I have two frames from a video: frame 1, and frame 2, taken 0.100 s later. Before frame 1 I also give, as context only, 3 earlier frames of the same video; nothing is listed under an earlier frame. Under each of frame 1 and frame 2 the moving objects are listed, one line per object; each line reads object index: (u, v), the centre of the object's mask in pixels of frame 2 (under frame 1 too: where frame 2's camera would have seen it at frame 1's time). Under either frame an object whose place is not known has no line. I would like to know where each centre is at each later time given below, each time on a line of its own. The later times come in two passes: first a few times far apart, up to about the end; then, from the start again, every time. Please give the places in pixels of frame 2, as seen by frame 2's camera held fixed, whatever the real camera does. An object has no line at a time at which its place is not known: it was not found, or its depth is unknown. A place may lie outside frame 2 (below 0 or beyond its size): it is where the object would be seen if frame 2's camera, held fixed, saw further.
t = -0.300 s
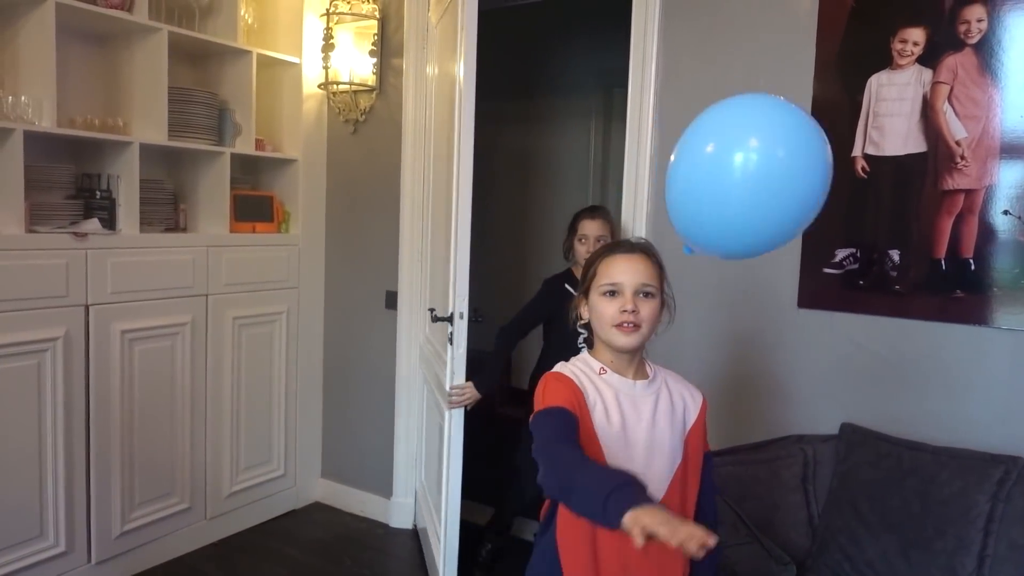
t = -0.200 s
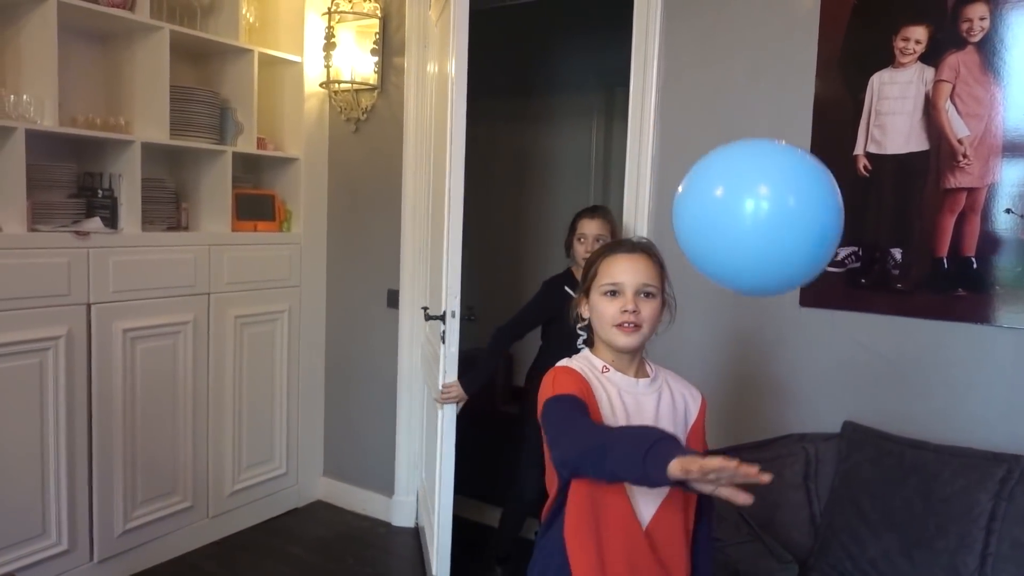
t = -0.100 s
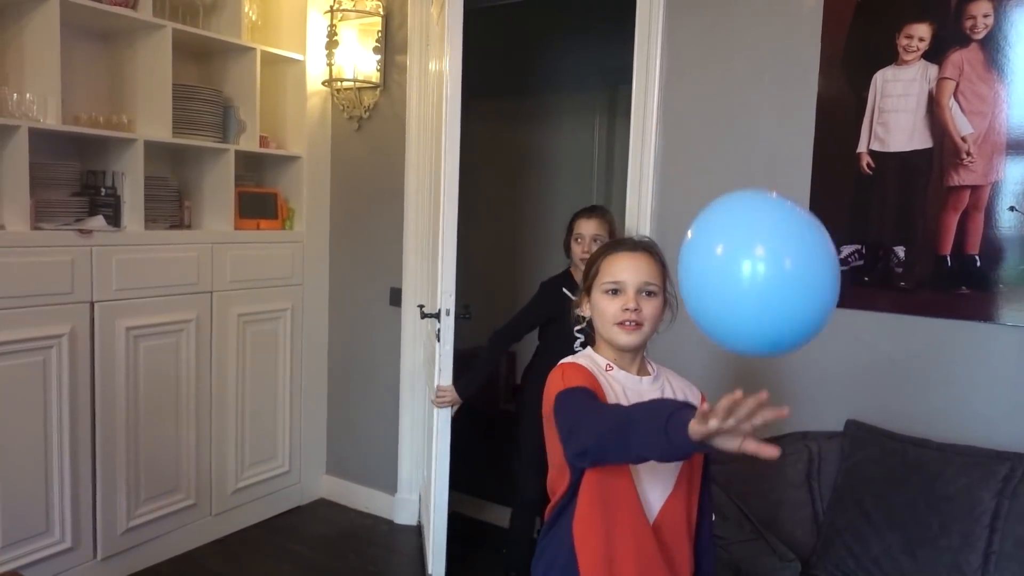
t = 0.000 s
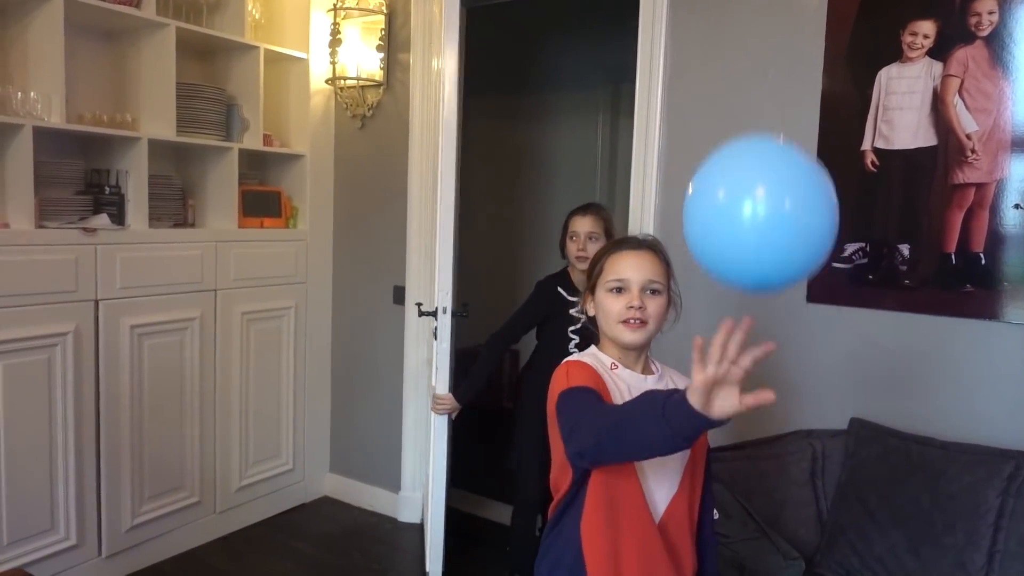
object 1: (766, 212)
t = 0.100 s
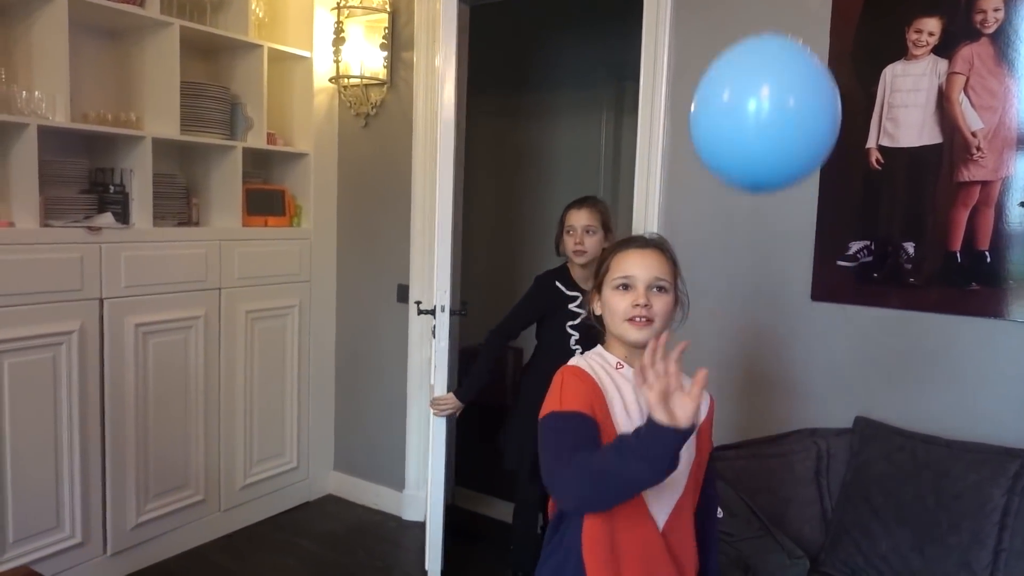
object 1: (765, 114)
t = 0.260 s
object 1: (758, 46)
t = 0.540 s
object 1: (743, 43)
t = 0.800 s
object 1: (735, 140)
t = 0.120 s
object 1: (765, 98)
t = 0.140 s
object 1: (765, 84)
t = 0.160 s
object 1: (764, 73)
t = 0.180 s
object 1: (763, 65)
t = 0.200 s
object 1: (762, 59)
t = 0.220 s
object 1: (761, 54)
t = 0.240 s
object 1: (760, 50)
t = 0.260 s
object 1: (758, 46)
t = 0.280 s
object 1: (757, 44)
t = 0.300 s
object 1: (755, 41)
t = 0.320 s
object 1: (753, 39)
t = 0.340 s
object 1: (752, 38)
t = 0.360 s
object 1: (750, 37)
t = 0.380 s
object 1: (749, 36)
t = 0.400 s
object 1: (747, 36)
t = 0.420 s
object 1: (746, 36)
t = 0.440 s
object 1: (745, 36)
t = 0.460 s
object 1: (744, 37)
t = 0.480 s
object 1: (744, 38)
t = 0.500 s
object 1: (743, 39)
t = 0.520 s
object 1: (743, 41)
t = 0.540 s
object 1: (743, 43)
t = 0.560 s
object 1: (744, 45)
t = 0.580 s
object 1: (744, 49)
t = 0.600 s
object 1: (744, 52)
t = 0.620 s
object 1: (743, 57)
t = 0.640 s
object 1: (742, 62)
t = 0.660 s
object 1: (741, 66)
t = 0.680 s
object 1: (741, 73)
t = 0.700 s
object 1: (740, 80)
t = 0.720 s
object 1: (739, 90)
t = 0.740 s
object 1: (738, 101)
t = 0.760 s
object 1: (738, 113)
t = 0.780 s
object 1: (736, 126)
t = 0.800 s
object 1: (735, 140)
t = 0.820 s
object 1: (733, 154)
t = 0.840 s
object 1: (731, 168)
